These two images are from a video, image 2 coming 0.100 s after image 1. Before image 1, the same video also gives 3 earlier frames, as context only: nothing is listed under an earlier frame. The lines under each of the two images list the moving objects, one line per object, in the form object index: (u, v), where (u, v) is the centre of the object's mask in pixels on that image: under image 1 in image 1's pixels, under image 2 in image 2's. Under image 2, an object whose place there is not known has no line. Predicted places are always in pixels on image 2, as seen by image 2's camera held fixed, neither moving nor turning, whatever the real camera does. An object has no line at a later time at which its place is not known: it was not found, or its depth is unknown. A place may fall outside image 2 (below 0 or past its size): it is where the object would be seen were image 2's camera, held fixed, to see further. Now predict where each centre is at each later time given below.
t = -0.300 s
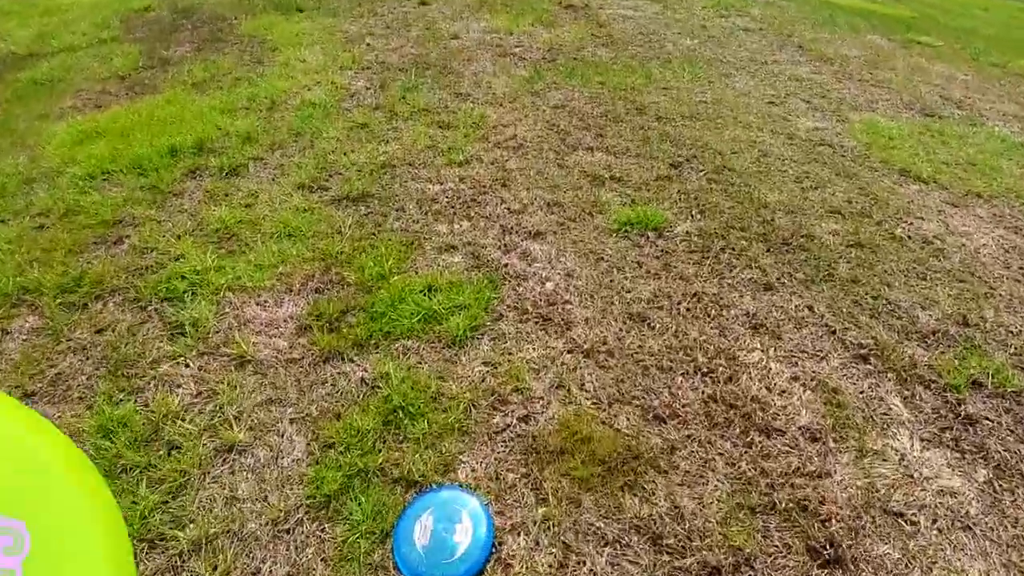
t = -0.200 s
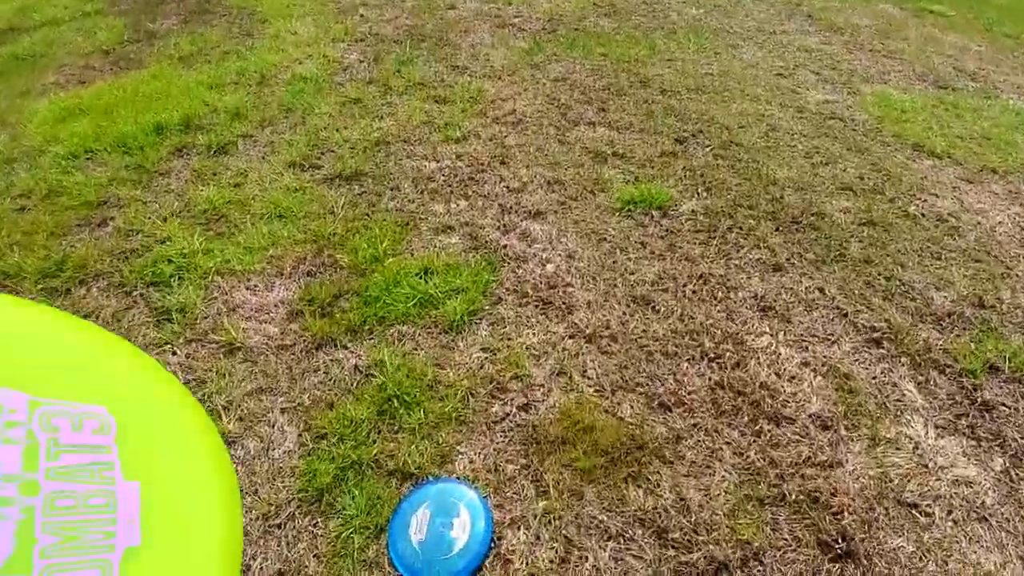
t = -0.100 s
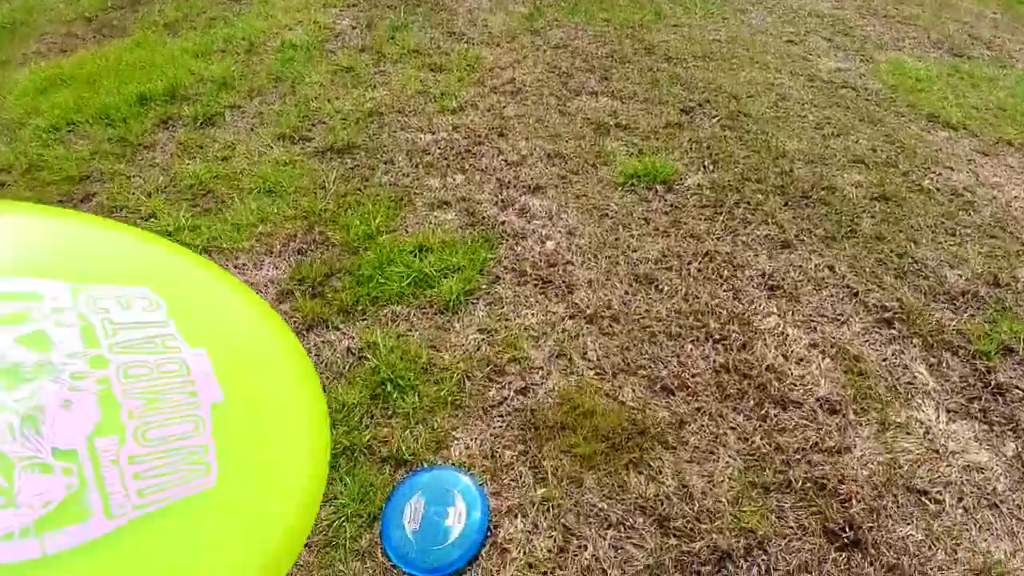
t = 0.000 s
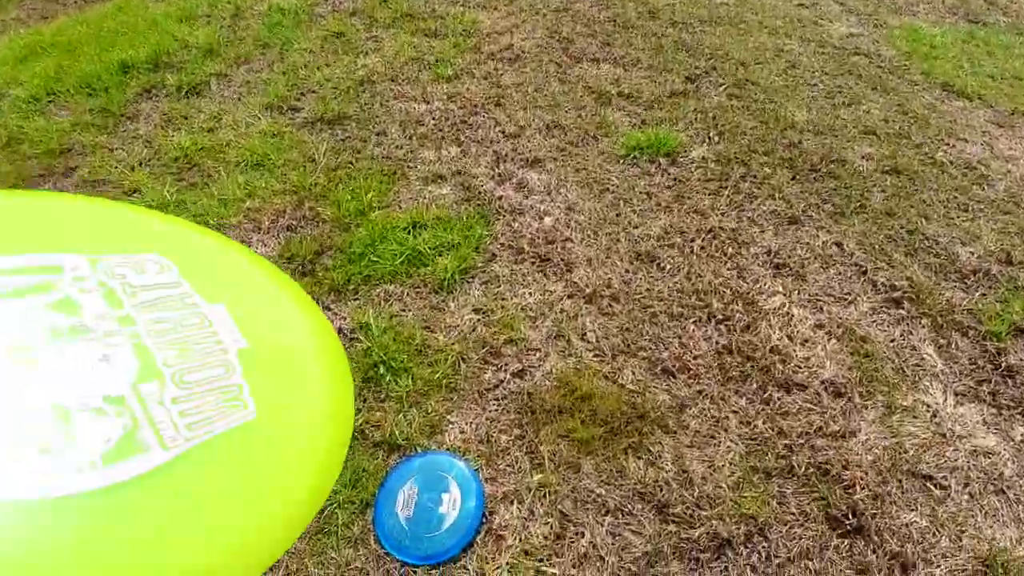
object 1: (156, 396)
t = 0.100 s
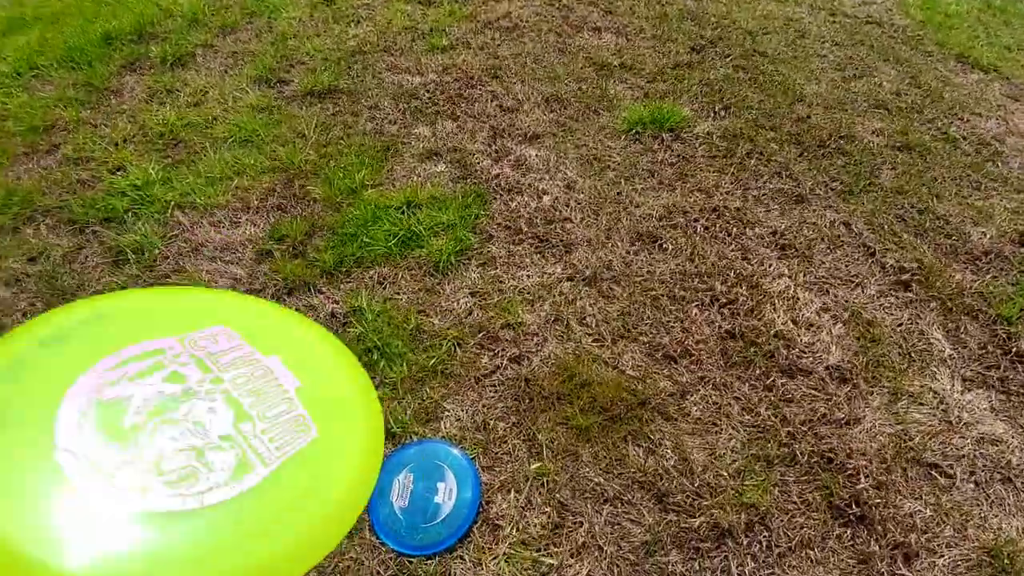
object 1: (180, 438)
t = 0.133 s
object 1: (212, 455)
